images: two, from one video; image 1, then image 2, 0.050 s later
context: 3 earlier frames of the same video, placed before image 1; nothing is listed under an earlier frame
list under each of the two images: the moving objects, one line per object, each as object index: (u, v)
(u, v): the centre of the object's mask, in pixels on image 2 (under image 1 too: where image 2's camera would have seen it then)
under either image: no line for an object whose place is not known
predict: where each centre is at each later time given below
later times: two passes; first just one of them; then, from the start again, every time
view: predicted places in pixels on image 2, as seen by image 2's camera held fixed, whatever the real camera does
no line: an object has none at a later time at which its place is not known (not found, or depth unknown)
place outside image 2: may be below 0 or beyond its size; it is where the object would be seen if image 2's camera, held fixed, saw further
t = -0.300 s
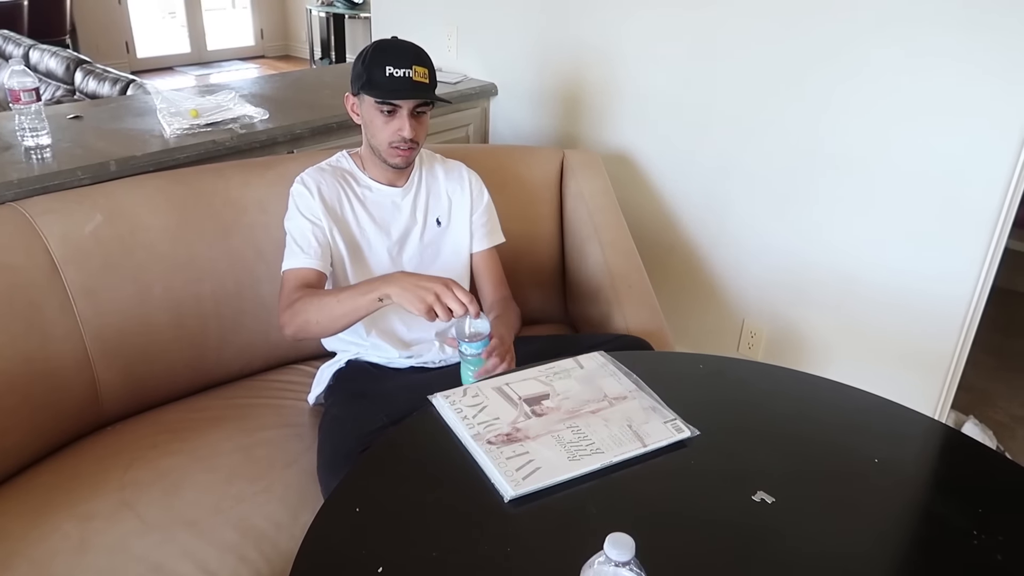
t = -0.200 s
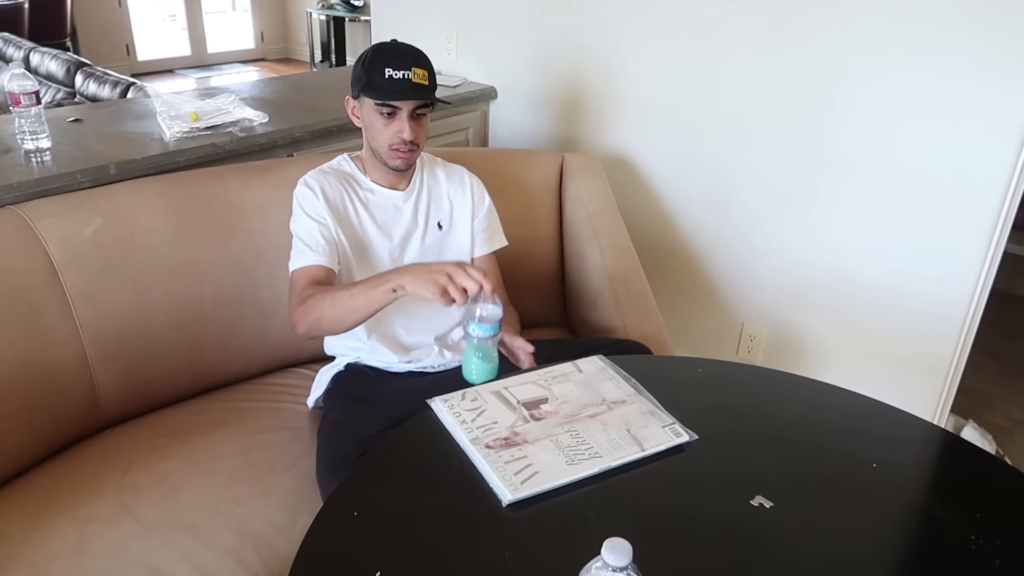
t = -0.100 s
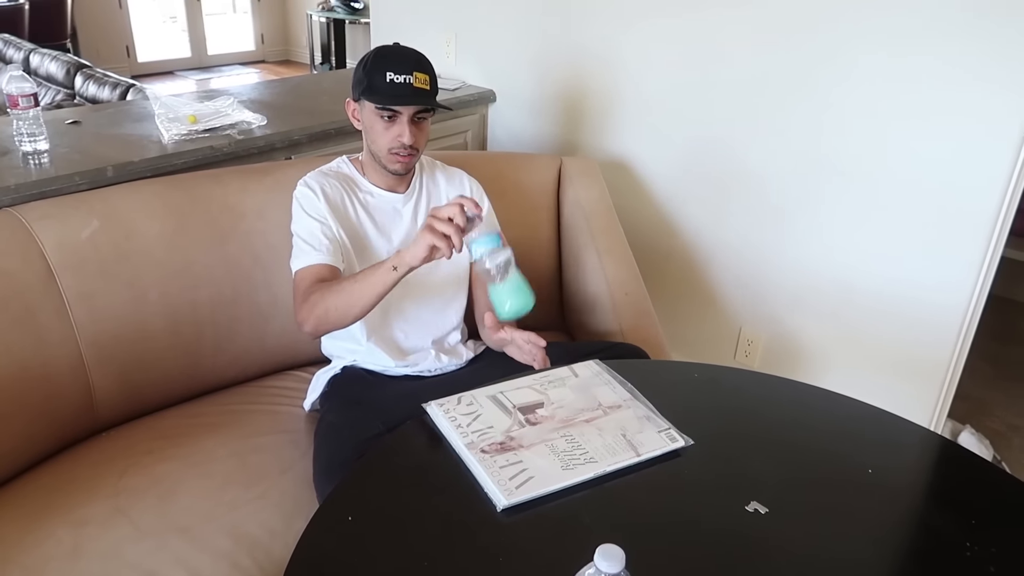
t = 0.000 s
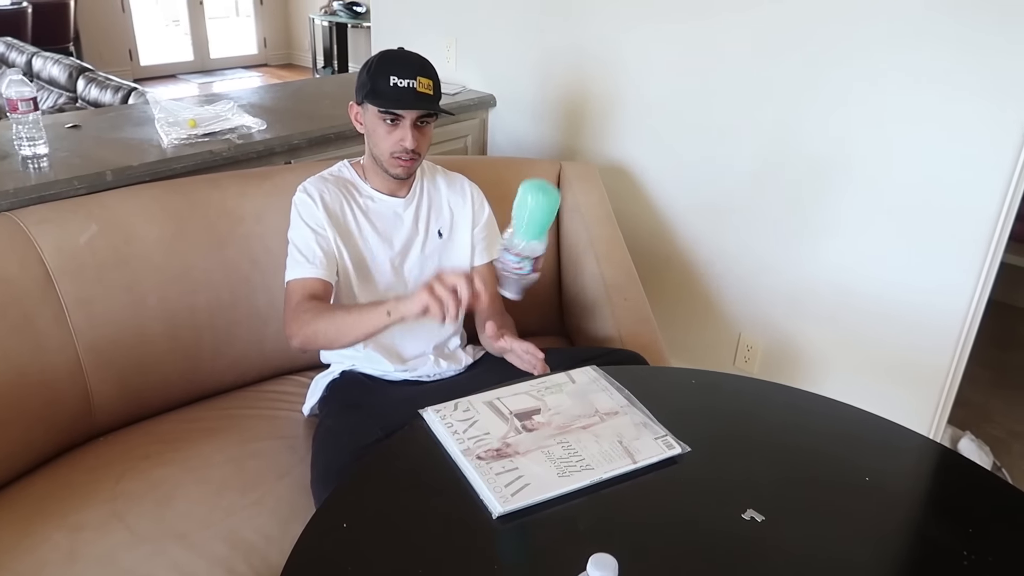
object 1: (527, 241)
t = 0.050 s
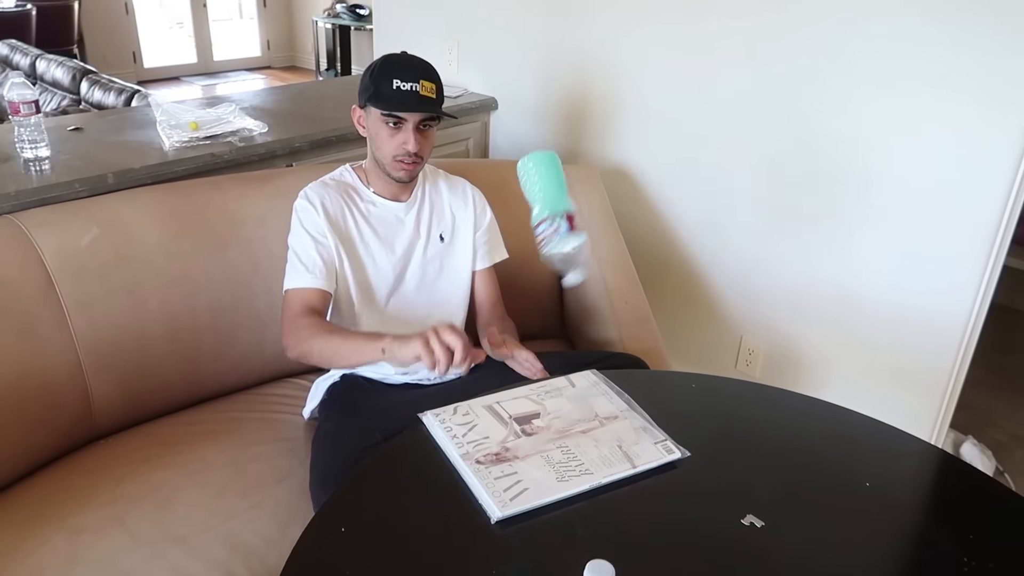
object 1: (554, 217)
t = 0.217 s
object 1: (585, 214)
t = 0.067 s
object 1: (560, 203)
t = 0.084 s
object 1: (564, 193)
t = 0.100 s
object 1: (567, 186)
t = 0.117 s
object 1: (570, 183)
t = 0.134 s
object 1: (573, 182)
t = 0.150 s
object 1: (575, 184)
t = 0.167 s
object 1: (578, 189)
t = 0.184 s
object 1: (580, 196)
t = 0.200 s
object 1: (583, 204)
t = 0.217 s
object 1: (585, 214)
